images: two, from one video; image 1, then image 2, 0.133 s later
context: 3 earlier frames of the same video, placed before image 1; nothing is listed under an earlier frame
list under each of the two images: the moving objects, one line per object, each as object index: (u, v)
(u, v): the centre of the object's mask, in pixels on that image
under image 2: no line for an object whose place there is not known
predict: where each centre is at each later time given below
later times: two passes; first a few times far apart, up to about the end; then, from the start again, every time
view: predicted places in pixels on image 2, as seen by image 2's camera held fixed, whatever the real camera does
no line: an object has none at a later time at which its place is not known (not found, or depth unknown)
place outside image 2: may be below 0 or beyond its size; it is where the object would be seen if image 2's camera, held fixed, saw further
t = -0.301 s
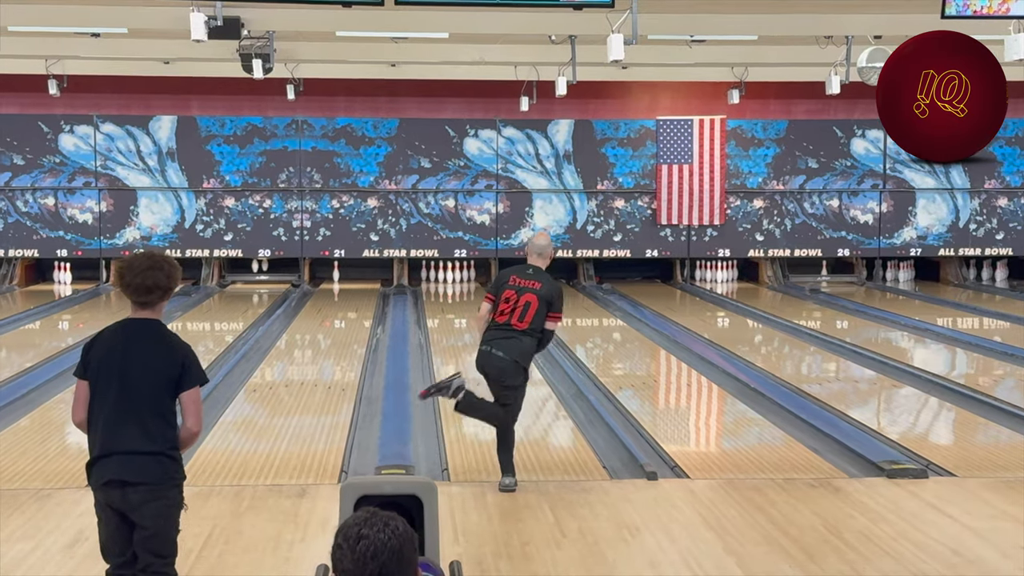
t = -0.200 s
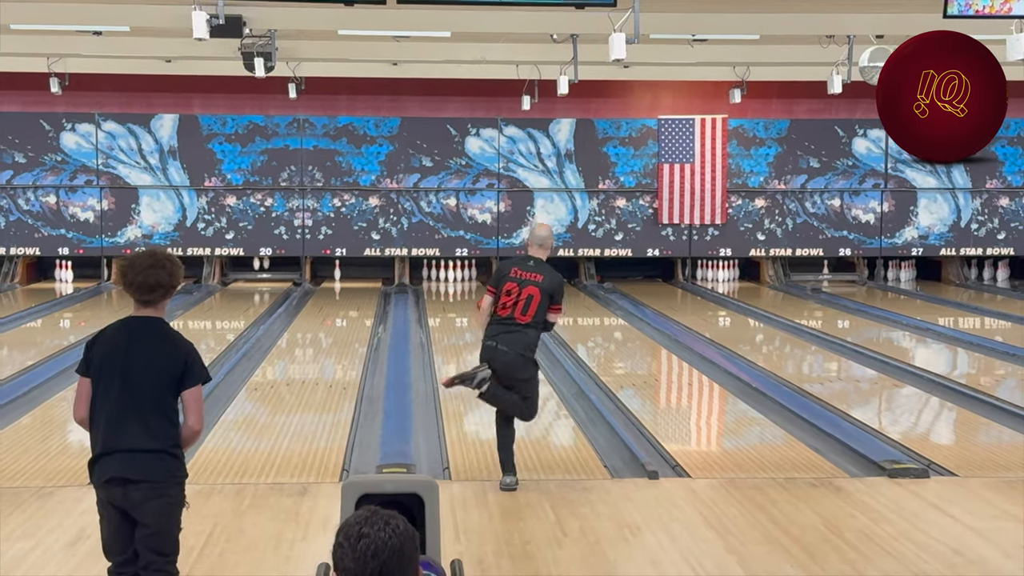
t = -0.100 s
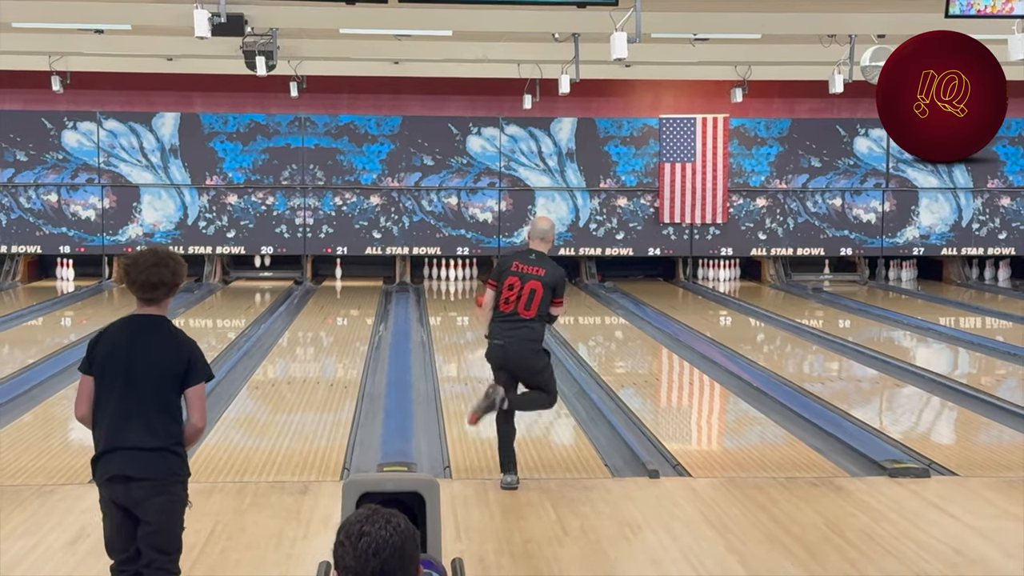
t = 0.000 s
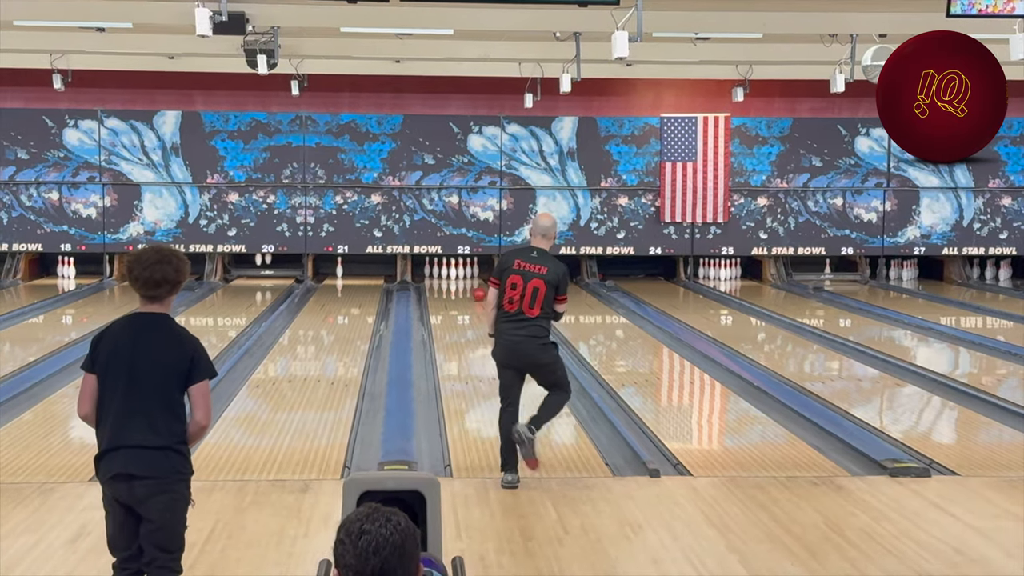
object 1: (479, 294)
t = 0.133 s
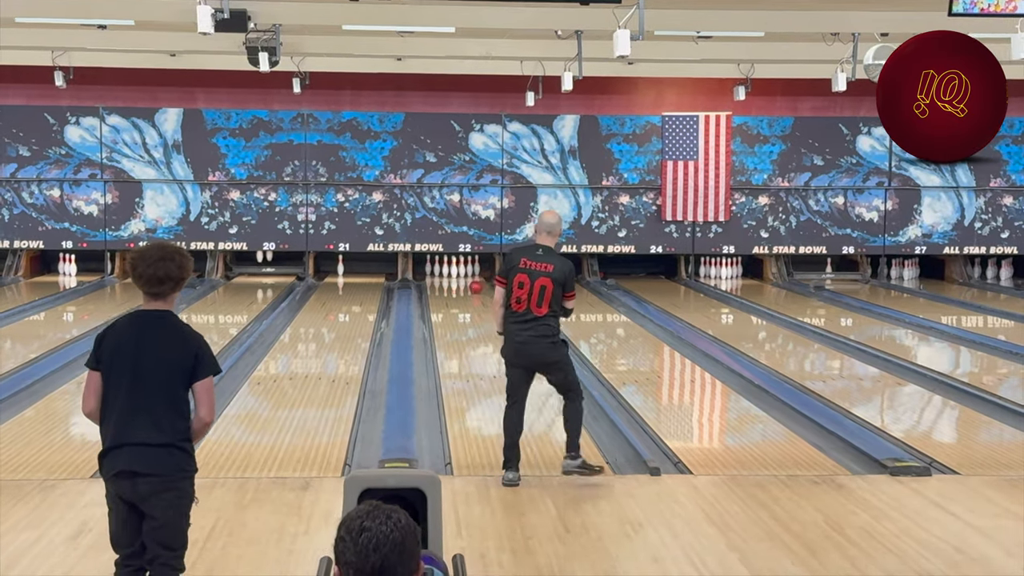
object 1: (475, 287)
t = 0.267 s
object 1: (471, 282)
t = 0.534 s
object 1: (460, 274)
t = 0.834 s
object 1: (452, 269)
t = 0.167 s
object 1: (474, 286)
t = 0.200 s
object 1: (473, 285)
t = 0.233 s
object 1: (472, 284)
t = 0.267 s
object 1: (471, 282)
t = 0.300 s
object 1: (470, 281)
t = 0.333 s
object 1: (469, 280)
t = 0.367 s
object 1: (467, 279)
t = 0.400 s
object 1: (465, 278)
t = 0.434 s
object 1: (464, 277)
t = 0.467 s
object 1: (463, 276)
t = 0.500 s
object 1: (462, 275)
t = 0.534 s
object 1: (460, 274)
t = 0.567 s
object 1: (459, 273)
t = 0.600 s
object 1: (458, 273)
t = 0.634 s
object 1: (457, 272)
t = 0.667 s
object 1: (456, 272)
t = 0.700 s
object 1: (455, 271)
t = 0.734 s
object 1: (454, 271)
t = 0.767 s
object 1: (452, 270)
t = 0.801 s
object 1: (452, 270)
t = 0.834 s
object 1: (452, 269)
